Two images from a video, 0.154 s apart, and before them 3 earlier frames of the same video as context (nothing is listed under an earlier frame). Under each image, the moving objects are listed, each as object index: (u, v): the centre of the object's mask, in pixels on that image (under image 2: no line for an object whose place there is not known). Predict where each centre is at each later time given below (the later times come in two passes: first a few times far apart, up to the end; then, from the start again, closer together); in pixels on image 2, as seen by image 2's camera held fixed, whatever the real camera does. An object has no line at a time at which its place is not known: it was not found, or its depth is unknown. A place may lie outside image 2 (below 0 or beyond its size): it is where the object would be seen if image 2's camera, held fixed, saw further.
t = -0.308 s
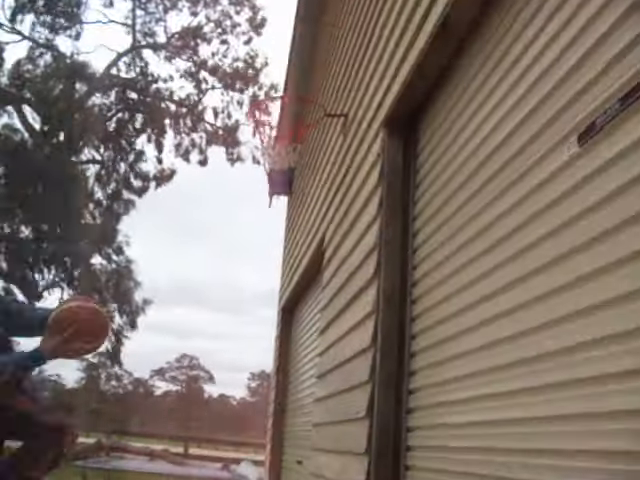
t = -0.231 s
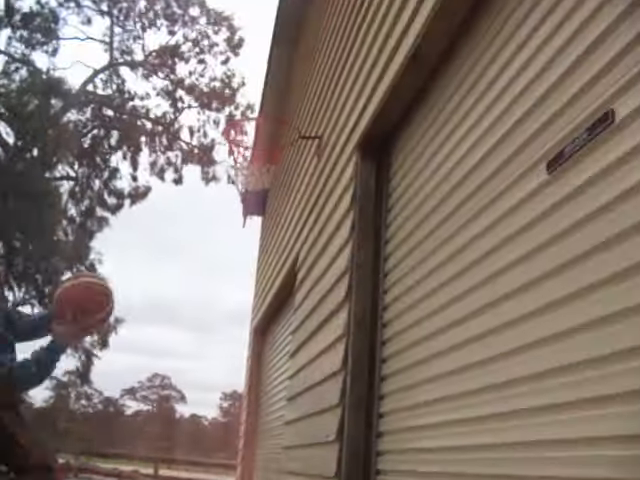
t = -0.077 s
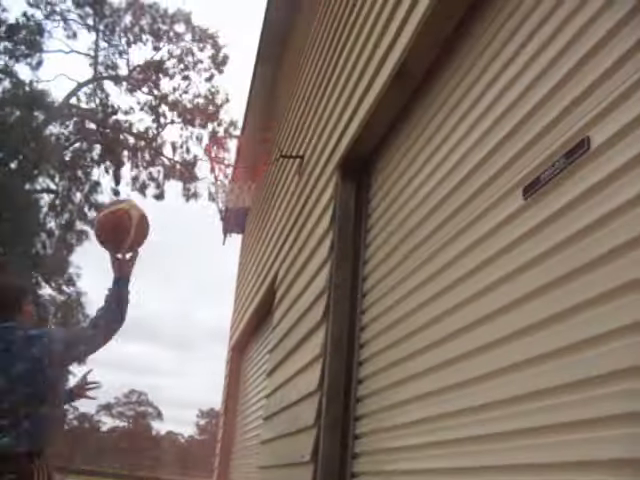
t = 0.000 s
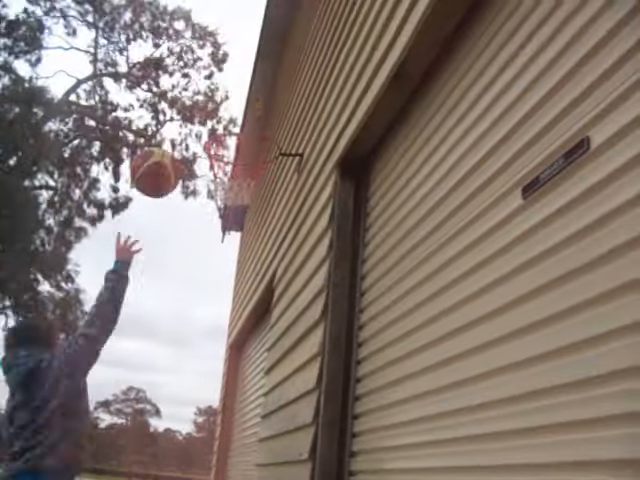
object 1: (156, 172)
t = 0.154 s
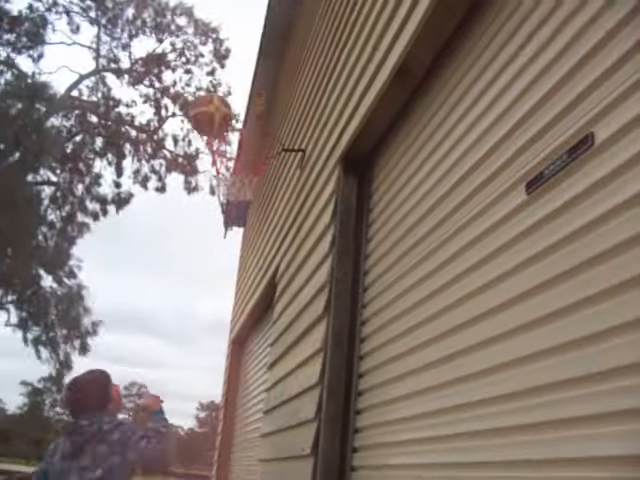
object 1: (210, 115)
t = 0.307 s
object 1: (245, 107)
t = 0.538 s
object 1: (263, 130)
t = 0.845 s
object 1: (225, 151)
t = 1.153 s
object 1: (217, 189)
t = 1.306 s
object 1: (224, 243)
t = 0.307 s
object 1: (245, 107)
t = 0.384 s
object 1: (258, 116)
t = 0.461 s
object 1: (270, 132)
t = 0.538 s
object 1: (263, 130)
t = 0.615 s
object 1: (252, 132)
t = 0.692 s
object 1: (240, 143)
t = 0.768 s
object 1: (232, 145)
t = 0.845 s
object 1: (225, 151)
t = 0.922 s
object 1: (222, 155)
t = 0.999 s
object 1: (222, 163)
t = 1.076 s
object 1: (225, 176)
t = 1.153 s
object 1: (217, 189)
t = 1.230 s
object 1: (224, 211)
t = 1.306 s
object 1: (224, 243)
